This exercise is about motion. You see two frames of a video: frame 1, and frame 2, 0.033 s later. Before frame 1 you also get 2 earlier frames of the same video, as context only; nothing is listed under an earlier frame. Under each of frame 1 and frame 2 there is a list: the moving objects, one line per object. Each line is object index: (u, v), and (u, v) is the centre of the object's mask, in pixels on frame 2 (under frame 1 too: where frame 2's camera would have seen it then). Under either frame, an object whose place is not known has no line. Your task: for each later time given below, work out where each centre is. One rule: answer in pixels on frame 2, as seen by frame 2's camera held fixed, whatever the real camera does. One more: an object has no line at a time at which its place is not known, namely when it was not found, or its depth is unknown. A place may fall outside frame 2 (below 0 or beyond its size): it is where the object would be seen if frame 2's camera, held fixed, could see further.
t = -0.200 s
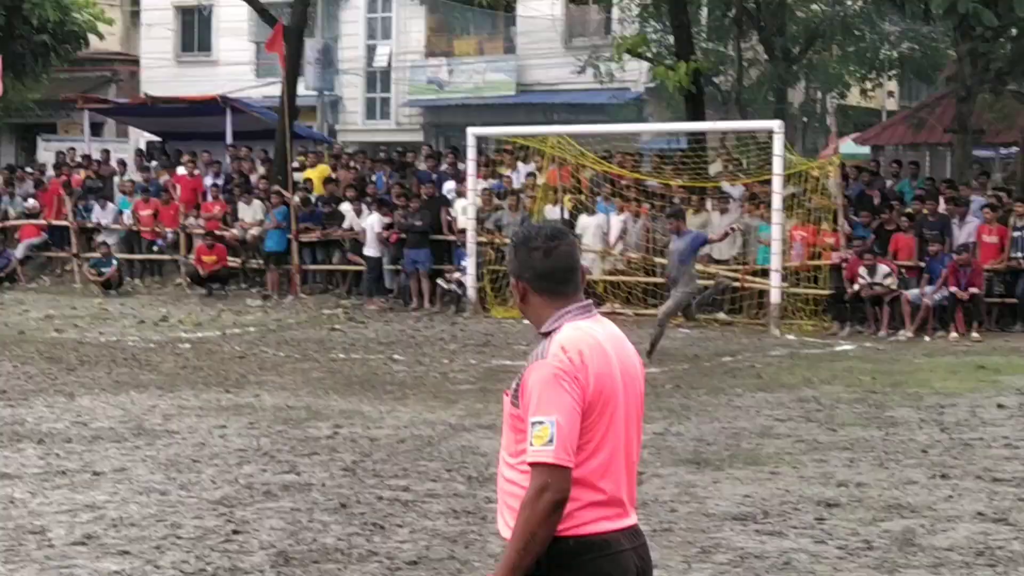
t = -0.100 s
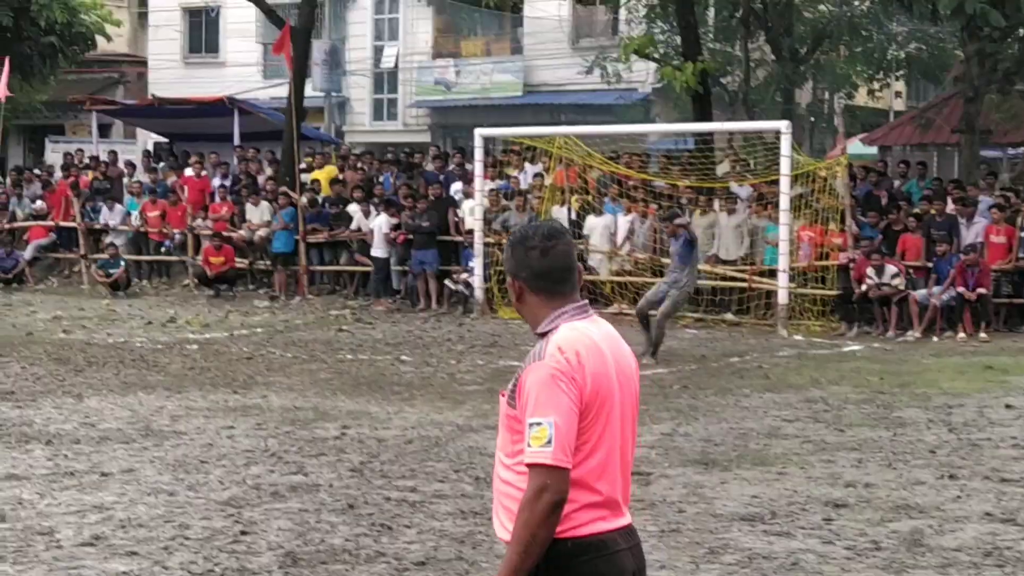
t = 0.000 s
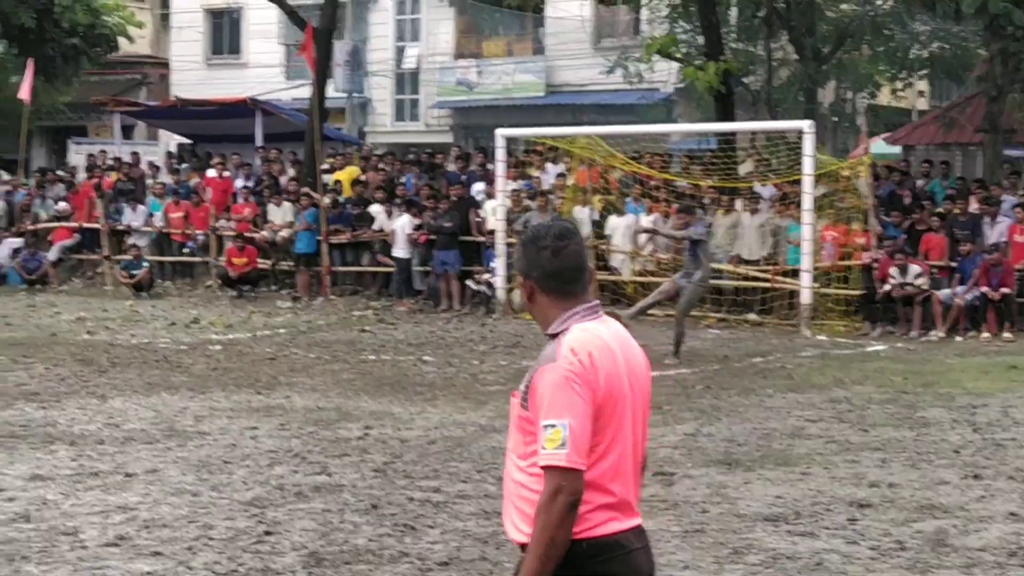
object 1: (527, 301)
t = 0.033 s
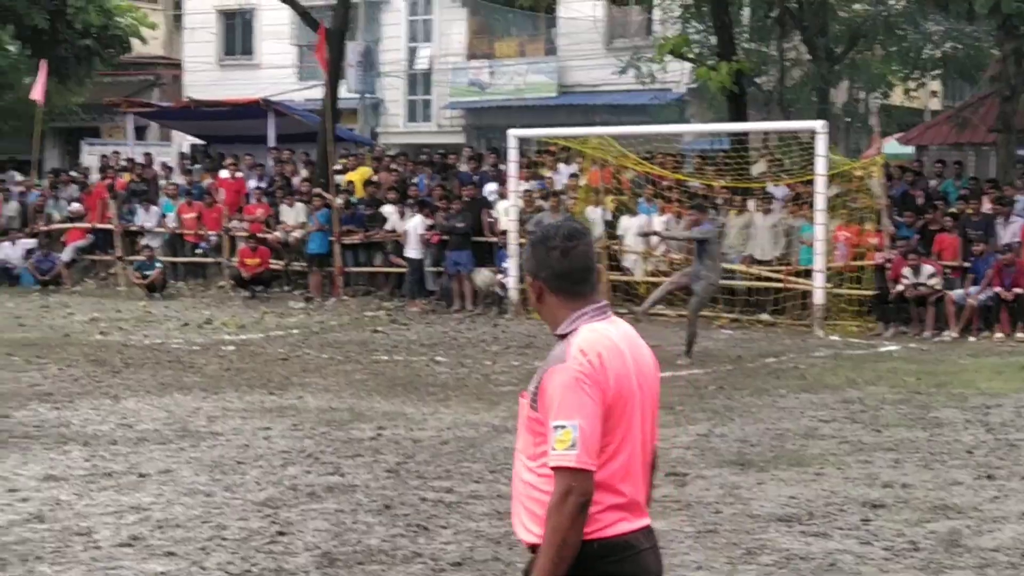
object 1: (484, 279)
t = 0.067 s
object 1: (435, 260)
